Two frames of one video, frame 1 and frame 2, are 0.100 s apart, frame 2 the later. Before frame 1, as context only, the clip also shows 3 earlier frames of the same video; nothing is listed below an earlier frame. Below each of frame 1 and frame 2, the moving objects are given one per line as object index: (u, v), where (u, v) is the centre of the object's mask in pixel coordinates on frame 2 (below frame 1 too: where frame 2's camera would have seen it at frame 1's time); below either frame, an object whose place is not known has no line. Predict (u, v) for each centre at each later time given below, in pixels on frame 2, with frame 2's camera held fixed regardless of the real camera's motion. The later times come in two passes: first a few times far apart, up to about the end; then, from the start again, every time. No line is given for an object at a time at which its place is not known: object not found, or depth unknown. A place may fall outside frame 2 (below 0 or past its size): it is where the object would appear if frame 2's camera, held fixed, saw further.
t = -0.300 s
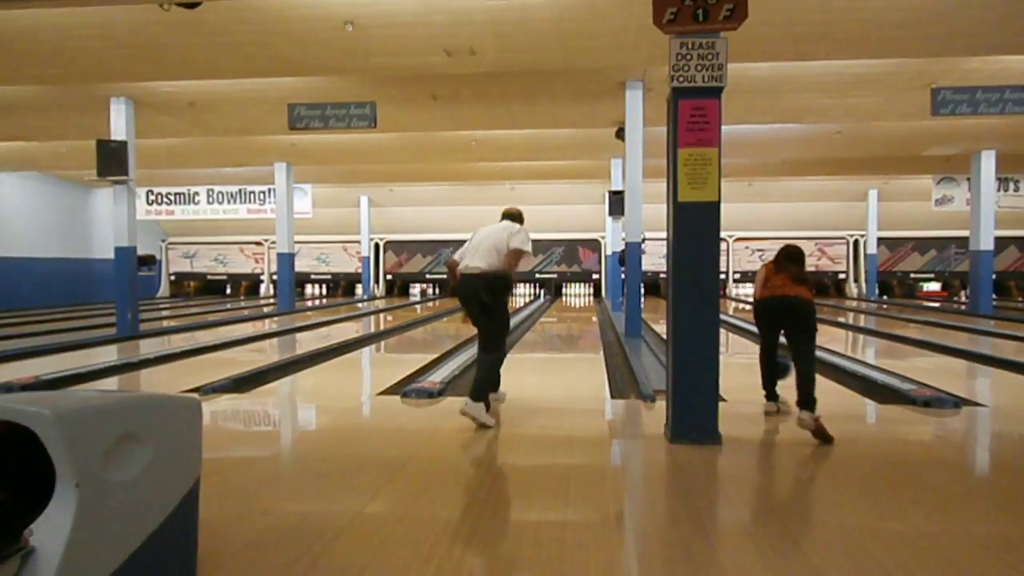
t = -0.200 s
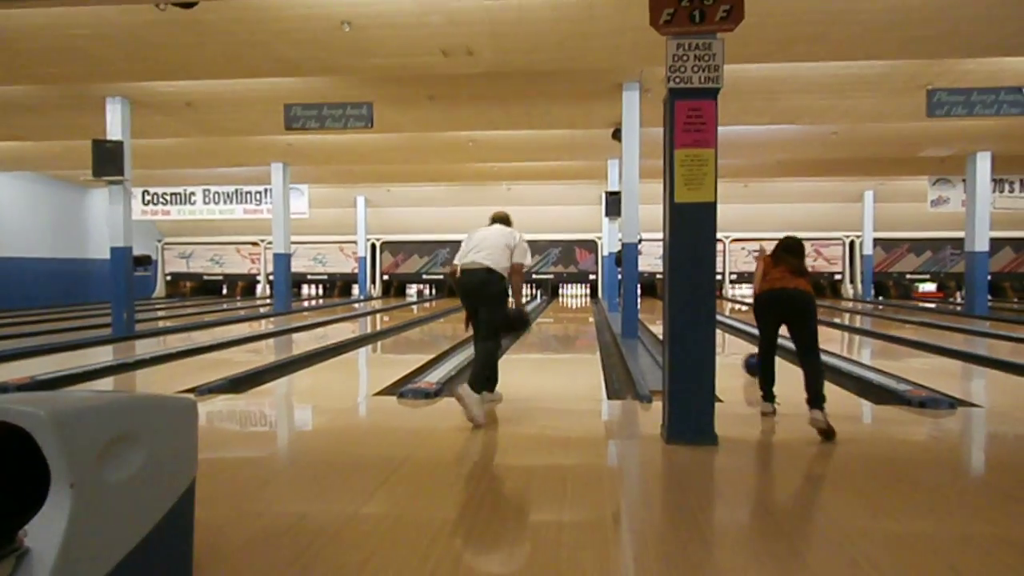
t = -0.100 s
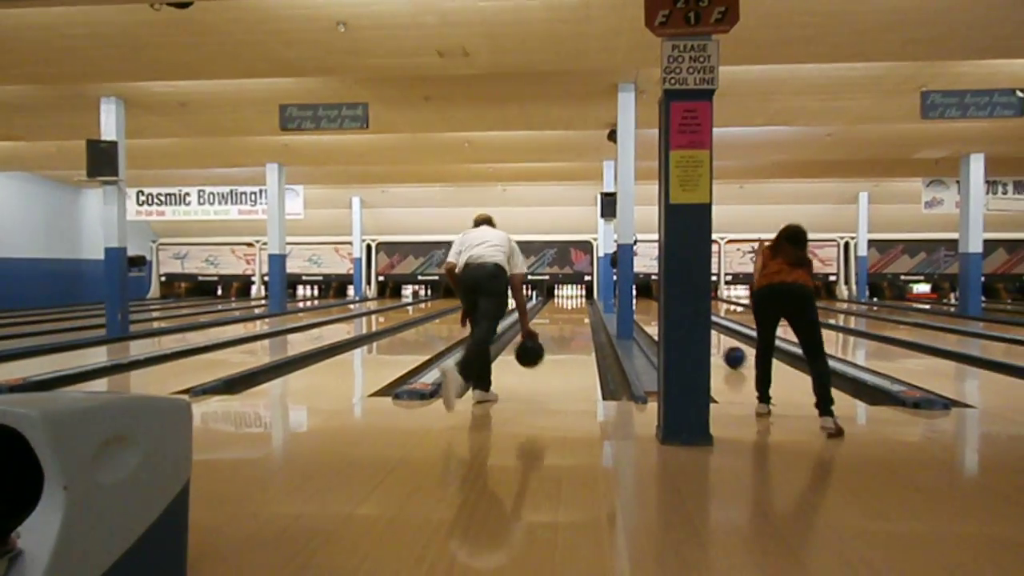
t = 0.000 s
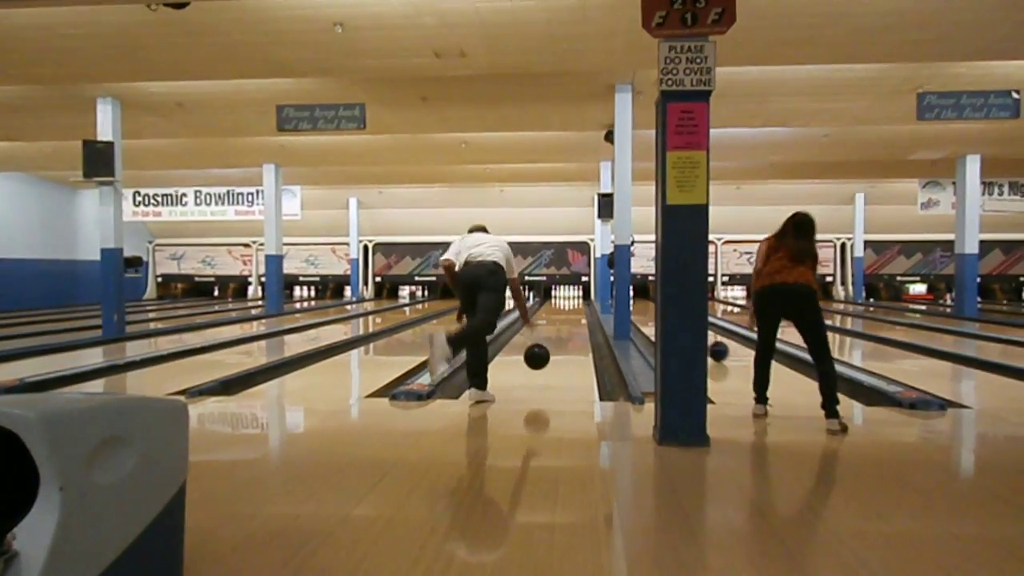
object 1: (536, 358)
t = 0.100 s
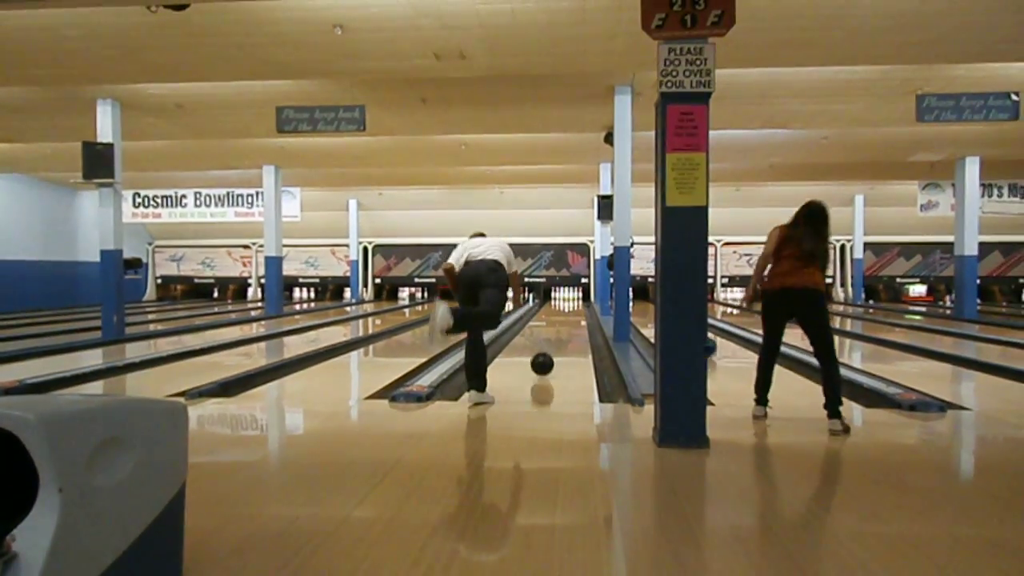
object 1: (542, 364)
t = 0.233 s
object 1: (548, 354)
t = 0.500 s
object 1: (556, 337)
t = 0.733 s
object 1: (560, 328)
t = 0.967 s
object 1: (563, 321)
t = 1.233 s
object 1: (566, 314)
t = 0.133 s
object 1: (544, 362)
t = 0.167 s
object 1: (545, 359)
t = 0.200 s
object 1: (546, 357)
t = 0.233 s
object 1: (548, 354)
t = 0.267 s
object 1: (549, 351)
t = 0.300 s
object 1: (550, 349)
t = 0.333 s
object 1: (551, 347)
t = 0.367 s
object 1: (552, 344)
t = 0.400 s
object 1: (553, 342)
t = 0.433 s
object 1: (554, 341)
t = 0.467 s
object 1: (555, 339)
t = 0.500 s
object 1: (556, 337)
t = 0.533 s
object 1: (556, 335)
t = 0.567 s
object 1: (557, 334)
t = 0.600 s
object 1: (558, 332)
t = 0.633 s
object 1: (559, 331)
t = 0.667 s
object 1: (559, 330)
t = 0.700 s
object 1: (560, 329)
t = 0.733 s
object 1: (560, 328)
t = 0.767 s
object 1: (561, 327)
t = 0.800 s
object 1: (561, 325)
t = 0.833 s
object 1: (561, 324)
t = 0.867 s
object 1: (562, 323)
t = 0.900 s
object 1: (562, 322)
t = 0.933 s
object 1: (563, 321)
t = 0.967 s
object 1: (563, 321)
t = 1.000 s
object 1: (564, 319)
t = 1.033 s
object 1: (564, 318)
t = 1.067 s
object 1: (564, 318)
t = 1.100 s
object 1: (565, 317)
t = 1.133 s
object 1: (565, 316)
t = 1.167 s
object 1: (565, 316)
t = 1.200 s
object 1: (566, 315)
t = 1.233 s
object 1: (566, 314)
